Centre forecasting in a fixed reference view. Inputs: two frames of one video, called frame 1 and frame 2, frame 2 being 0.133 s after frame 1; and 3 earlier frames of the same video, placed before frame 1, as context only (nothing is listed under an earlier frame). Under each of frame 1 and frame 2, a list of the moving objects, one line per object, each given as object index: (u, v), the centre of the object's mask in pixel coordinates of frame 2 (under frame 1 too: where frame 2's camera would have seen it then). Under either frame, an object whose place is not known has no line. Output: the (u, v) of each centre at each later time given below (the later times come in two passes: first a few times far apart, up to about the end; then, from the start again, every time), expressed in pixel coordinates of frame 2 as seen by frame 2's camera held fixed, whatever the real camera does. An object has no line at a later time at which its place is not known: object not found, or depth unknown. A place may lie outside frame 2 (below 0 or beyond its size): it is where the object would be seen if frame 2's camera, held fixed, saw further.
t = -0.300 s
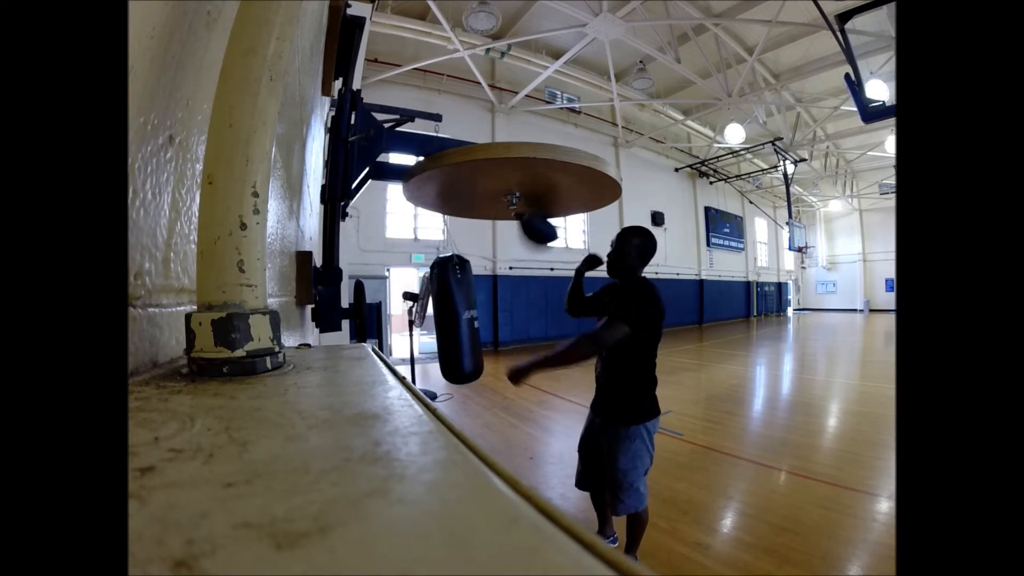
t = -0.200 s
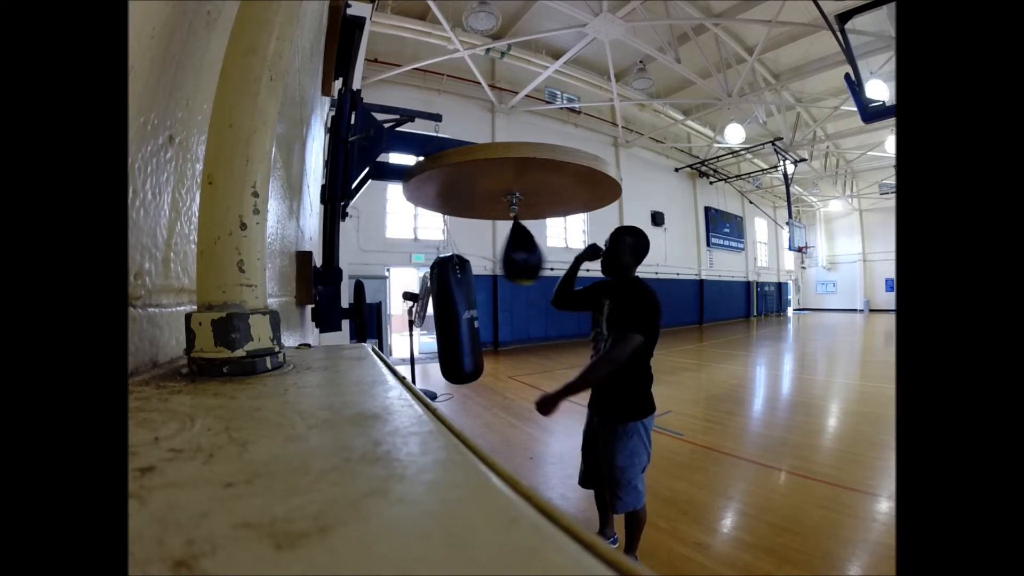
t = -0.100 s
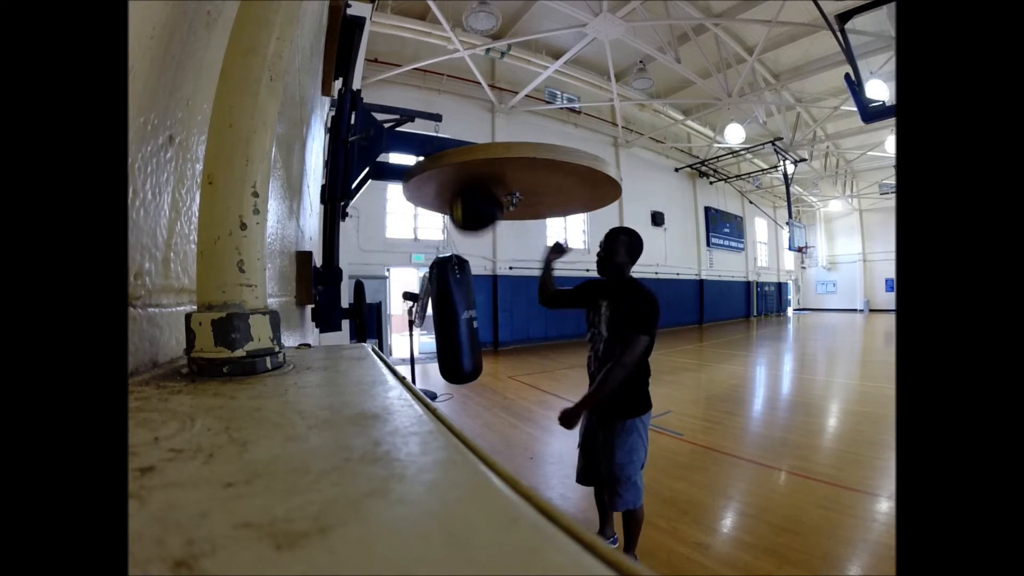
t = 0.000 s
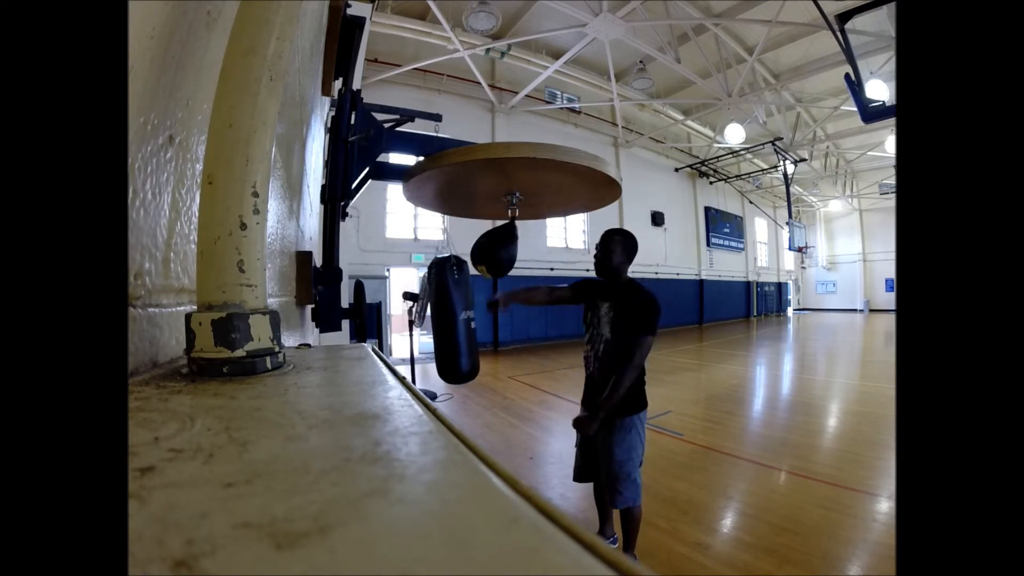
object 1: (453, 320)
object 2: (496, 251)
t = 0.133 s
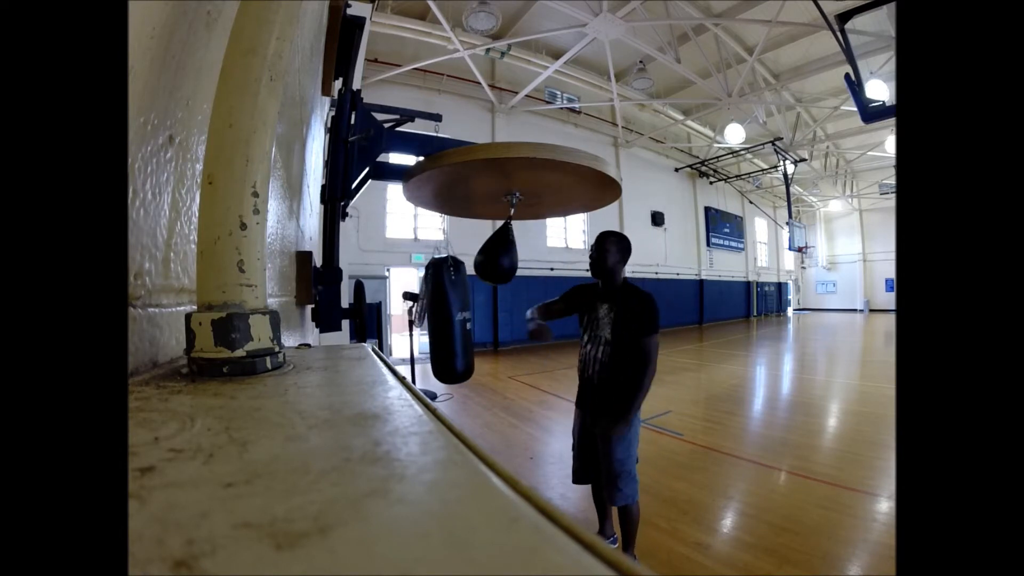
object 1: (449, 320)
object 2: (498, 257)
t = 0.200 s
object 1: (445, 320)
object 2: (504, 258)
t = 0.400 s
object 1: (438, 320)
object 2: (527, 256)
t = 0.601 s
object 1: (429, 320)
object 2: (533, 255)
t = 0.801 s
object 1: (421, 319)
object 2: (514, 257)
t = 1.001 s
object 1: (417, 318)
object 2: (496, 255)
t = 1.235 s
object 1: (416, 318)
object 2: (507, 258)
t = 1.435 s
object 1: (419, 318)
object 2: (526, 257)
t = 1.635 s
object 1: (425, 319)
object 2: (529, 255)
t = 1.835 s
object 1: (434, 320)
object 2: (513, 258)
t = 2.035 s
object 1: (442, 320)
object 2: (500, 258)
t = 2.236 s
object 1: (447, 319)
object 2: (506, 259)
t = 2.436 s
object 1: (455, 320)
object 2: (522, 258)
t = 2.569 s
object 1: (456, 320)
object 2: (528, 256)
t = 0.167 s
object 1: (446, 319)
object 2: (501, 257)
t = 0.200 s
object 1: (445, 320)
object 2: (504, 258)
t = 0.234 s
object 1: (445, 320)
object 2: (508, 258)
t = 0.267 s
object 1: (444, 320)
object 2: (512, 258)
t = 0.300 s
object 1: (442, 320)
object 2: (516, 258)
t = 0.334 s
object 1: (441, 320)
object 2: (520, 257)
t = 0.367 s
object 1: (439, 320)
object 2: (524, 256)
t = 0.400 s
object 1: (438, 320)
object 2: (527, 256)
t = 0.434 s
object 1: (436, 320)
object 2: (529, 255)
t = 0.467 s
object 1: (435, 320)
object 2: (532, 255)
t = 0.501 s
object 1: (433, 320)
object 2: (533, 255)
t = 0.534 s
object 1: (432, 319)
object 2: (534, 255)
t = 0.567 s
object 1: (430, 320)
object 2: (534, 255)
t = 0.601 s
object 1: (429, 320)
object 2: (533, 255)
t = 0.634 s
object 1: (427, 319)
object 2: (531, 256)
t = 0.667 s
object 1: (426, 319)
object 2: (529, 256)
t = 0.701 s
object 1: (425, 319)
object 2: (526, 257)
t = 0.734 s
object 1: (423, 319)
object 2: (522, 257)
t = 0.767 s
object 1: (422, 319)
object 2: (518, 257)
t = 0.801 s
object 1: (421, 319)
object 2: (514, 257)
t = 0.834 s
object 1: (420, 319)
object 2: (510, 257)
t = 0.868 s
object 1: (419, 318)
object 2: (505, 256)
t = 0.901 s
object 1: (419, 318)
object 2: (502, 256)
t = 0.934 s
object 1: (418, 318)
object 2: (499, 256)
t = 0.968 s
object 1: (417, 318)
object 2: (497, 255)
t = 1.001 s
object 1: (417, 318)
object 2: (496, 255)
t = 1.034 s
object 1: (416, 318)
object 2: (495, 256)
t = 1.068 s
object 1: (416, 318)
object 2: (496, 256)
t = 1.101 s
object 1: (416, 317)
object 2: (497, 256)
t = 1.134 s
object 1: (416, 317)
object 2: (498, 257)
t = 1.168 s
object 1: (416, 317)
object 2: (501, 257)
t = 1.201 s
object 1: (416, 317)
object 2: (503, 258)
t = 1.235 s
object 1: (416, 318)
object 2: (507, 258)
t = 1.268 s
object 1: (416, 318)
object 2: (510, 258)
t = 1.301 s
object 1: (416, 318)
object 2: (514, 258)
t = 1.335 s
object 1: (417, 318)
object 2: (517, 258)
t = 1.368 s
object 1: (417, 318)
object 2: (521, 258)
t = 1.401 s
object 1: (418, 318)
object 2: (523, 257)
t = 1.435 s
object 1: (419, 318)
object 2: (526, 257)
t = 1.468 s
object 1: (420, 319)
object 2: (528, 256)
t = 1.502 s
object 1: (420, 319)
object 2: (530, 256)
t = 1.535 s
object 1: (422, 319)
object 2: (531, 256)
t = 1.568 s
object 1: (423, 319)
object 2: (531, 255)
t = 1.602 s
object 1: (424, 319)
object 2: (531, 255)
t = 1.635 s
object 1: (425, 319)
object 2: (529, 255)
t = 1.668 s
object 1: (426, 320)
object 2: (528, 256)
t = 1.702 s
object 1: (428, 320)
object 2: (526, 256)
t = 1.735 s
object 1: (429, 320)
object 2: (523, 257)
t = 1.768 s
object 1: (431, 320)
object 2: (520, 257)
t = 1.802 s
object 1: (432, 320)
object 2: (516, 257)
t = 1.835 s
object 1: (434, 320)
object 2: (513, 258)
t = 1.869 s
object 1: (435, 320)
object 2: (510, 258)
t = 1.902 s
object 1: (437, 320)
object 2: (507, 258)
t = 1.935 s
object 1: (438, 320)
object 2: (504, 258)
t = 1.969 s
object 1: (440, 321)
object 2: (502, 258)
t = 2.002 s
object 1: (441, 320)
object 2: (501, 257)
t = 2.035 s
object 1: (442, 320)
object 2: (500, 258)
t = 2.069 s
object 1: (444, 320)
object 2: (500, 258)
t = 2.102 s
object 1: (445, 320)
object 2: (500, 258)
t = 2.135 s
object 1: (447, 321)
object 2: (501, 258)
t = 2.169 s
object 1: (446, 319)
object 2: (502, 258)
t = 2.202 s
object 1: (447, 319)
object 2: (504, 258)
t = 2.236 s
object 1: (447, 319)
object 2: (506, 259)
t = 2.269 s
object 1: (452, 320)
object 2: (508, 259)
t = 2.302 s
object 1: (452, 320)
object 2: (511, 259)
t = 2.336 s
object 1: (453, 320)
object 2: (514, 259)
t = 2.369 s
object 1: (454, 320)
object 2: (517, 259)
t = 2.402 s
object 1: (454, 320)
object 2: (519, 259)
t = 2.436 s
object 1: (455, 320)
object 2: (522, 258)
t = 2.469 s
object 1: (455, 320)
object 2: (524, 258)
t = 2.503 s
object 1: (456, 320)
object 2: (526, 257)
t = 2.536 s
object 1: (456, 320)
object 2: (527, 257)
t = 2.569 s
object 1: (456, 320)
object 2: (528, 256)
